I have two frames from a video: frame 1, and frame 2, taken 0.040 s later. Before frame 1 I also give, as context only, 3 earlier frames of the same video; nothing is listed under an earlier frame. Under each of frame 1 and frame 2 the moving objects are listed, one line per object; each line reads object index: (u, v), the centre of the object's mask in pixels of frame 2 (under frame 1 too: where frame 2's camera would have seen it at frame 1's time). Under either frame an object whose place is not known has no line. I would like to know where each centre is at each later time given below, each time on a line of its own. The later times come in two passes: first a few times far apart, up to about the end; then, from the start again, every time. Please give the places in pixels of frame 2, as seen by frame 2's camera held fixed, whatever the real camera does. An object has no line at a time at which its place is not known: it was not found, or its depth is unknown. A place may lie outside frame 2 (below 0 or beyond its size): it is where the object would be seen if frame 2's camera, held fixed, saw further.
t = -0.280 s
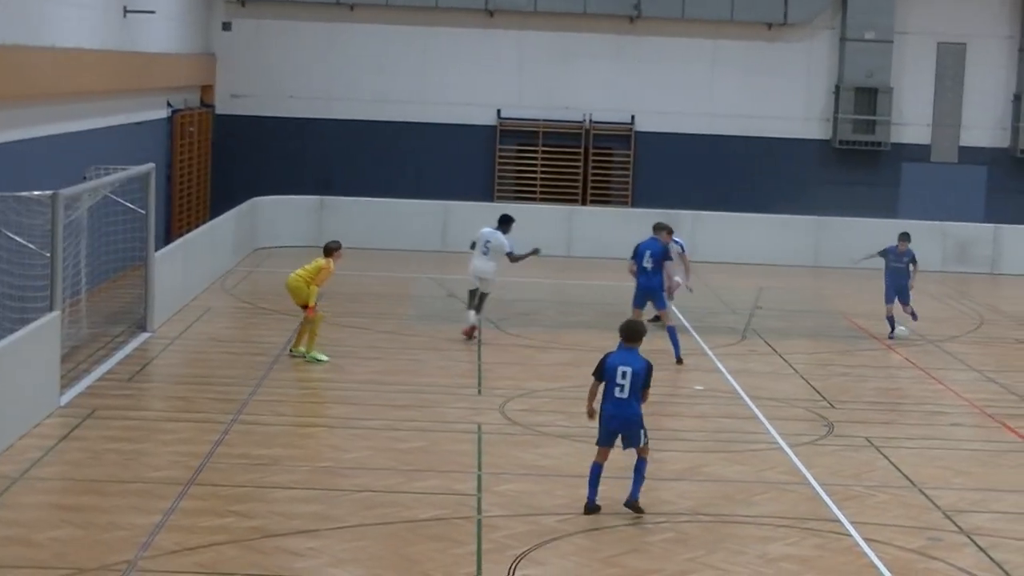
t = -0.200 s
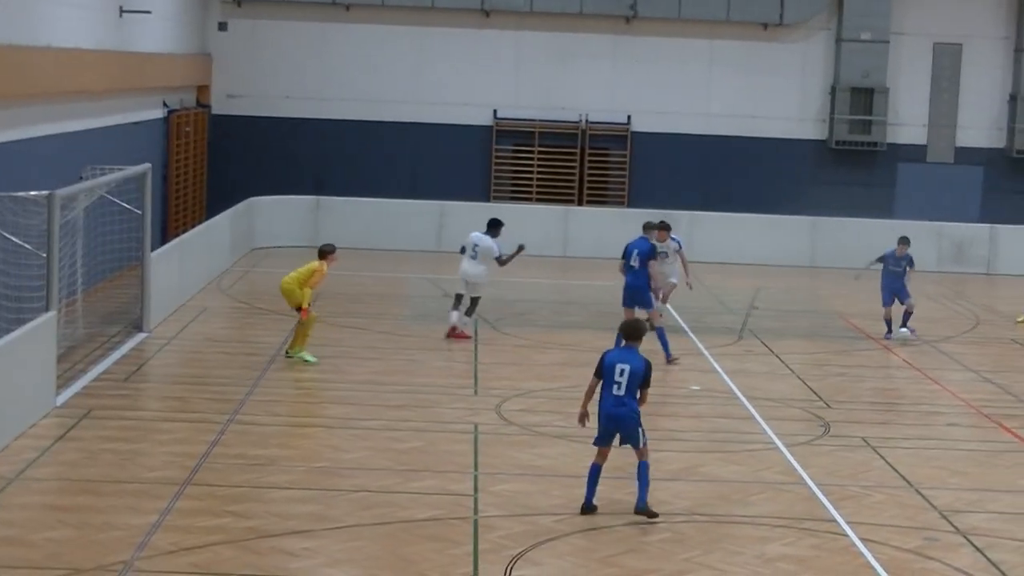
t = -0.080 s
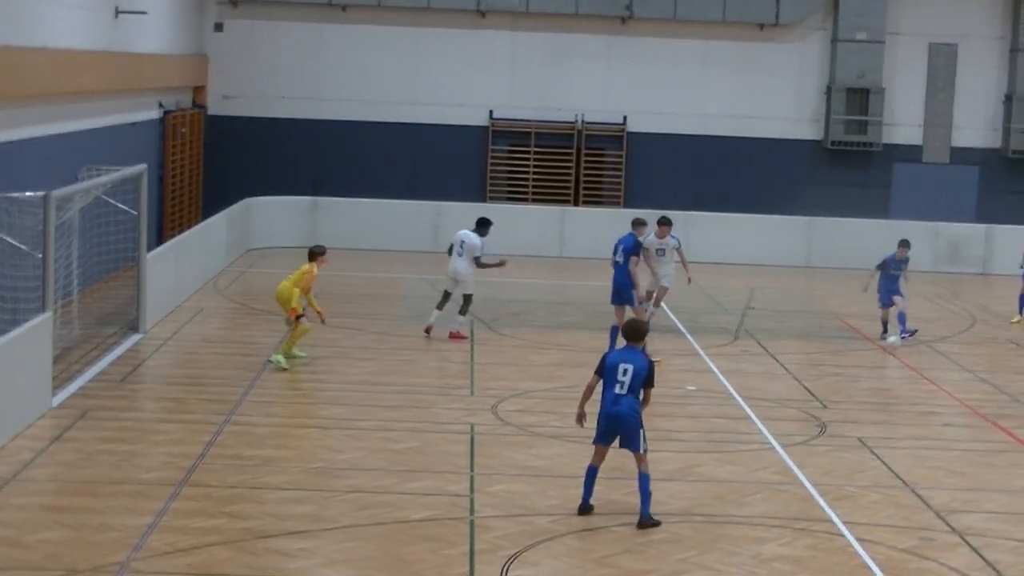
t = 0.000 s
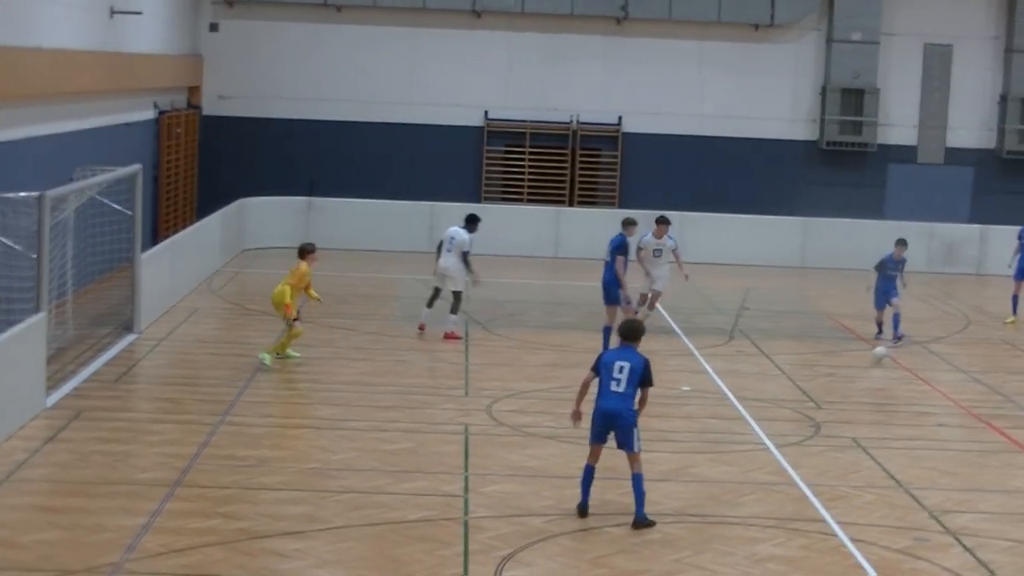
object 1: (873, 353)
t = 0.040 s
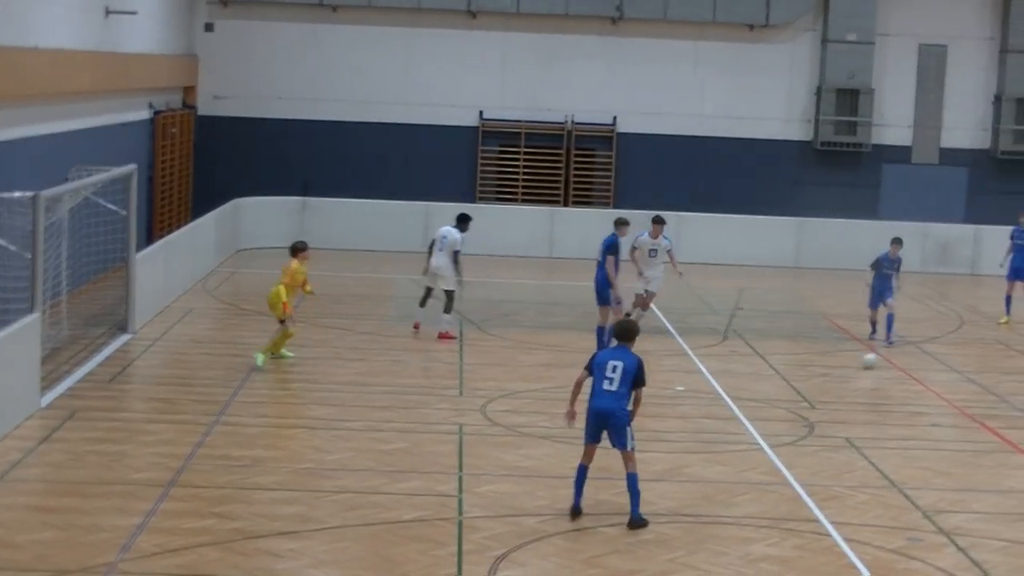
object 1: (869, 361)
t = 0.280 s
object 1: (841, 389)
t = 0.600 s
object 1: (801, 427)
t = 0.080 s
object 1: (865, 364)
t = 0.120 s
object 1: (860, 369)
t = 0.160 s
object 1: (856, 374)
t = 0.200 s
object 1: (851, 378)
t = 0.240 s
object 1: (846, 383)
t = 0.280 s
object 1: (841, 389)
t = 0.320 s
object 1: (837, 393)
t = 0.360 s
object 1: (831, 398)
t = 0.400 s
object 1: (826, 402)
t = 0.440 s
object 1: (821, 407)
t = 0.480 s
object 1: (816, 413)
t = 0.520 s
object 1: (811, 418)
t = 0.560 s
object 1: (807, 422)
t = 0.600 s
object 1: (801, 427)
